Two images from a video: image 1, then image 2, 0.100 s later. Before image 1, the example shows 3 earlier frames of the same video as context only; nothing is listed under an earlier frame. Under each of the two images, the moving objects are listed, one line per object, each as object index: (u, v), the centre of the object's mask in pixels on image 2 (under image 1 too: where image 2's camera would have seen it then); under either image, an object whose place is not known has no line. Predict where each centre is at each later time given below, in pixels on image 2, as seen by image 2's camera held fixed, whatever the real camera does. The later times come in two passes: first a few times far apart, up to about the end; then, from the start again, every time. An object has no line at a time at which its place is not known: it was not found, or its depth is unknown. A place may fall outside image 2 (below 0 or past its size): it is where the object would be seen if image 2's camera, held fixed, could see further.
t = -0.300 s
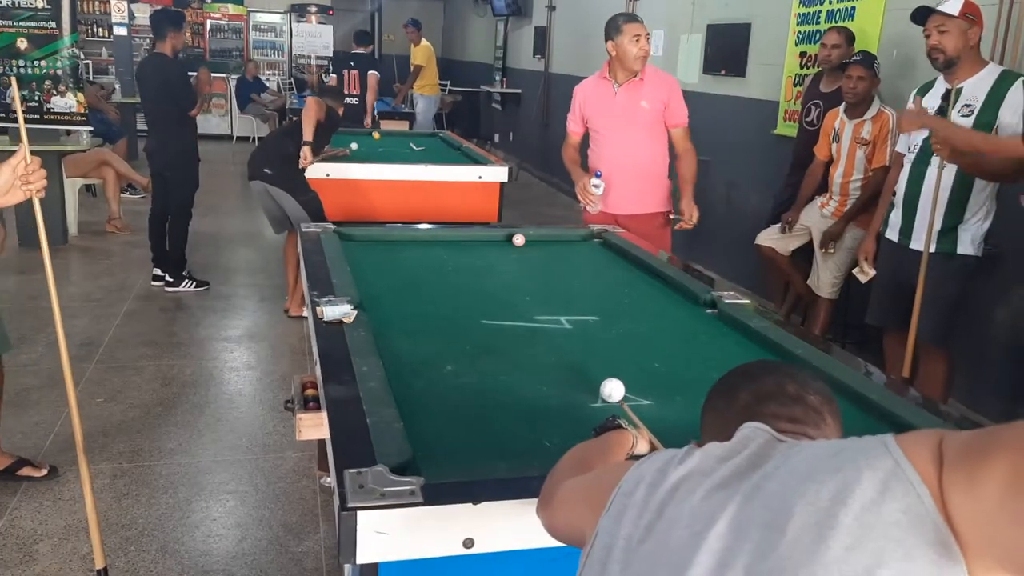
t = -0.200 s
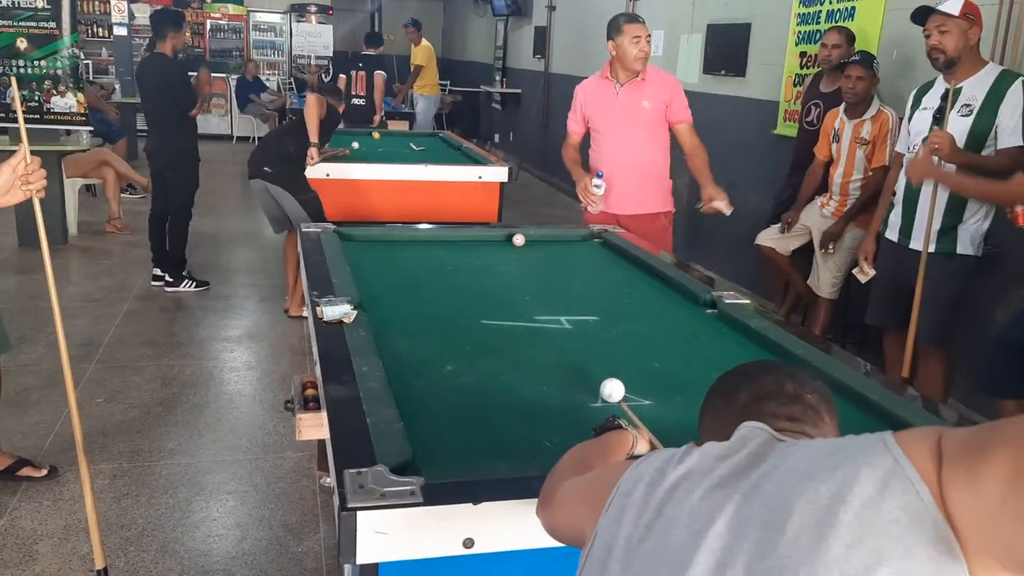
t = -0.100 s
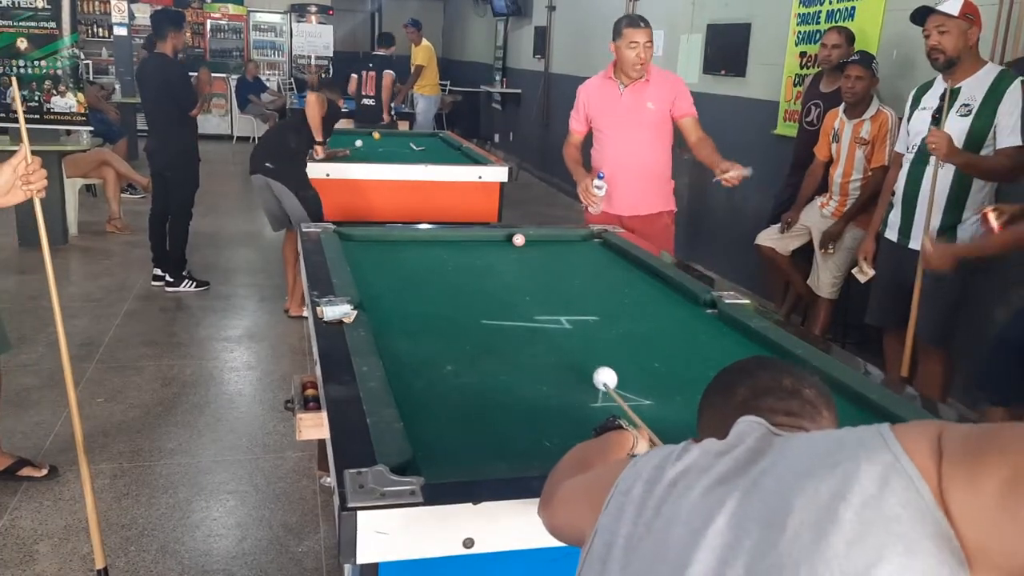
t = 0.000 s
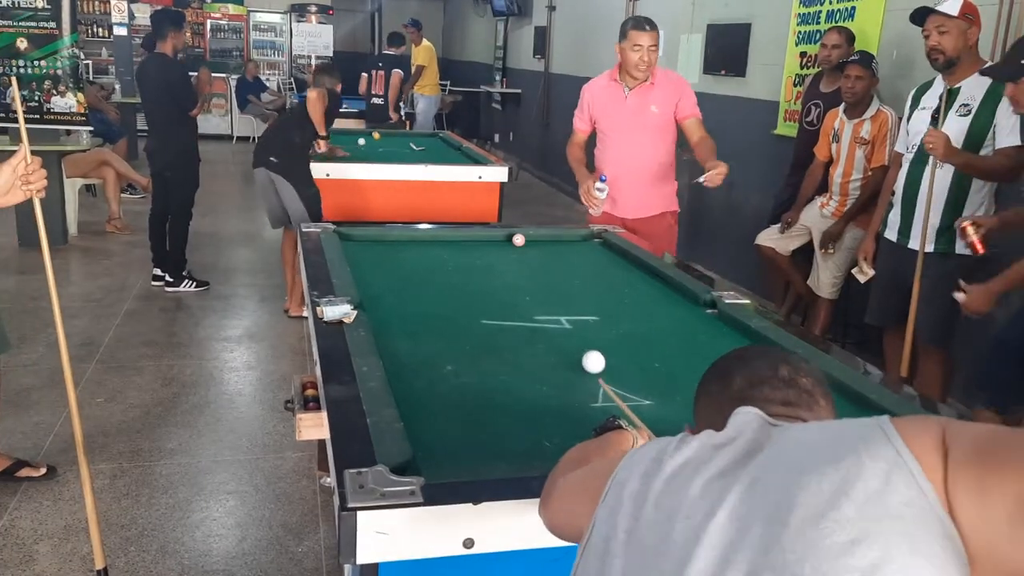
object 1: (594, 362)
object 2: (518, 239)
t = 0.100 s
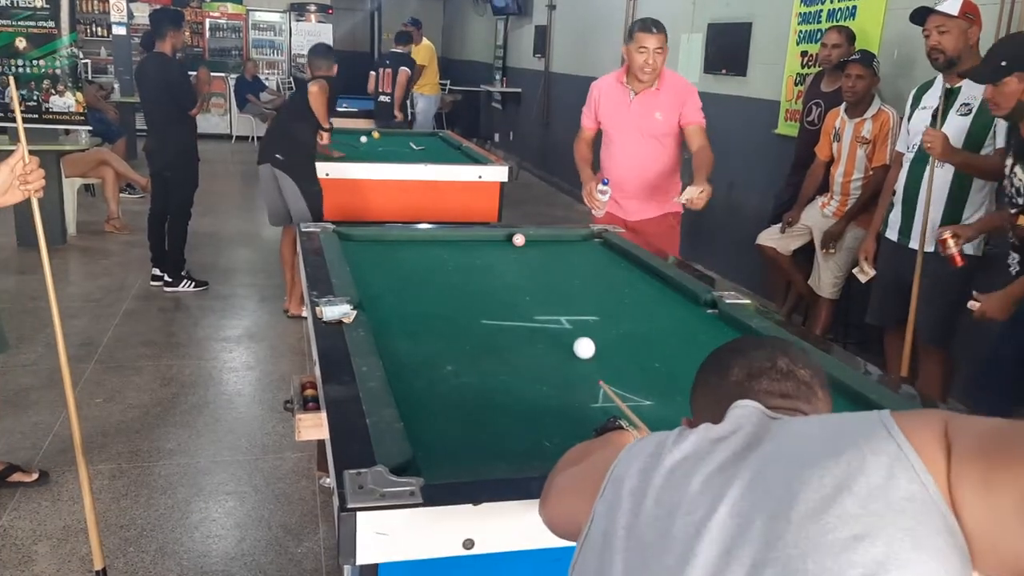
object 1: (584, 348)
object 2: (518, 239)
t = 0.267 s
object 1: (570, 327)
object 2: (518, 239)
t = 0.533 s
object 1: (552, 300)
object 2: (518, 239)
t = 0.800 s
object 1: (538, 278)
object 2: (518, 239)
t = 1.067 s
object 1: (527, 260)
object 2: (518, 239)
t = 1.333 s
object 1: (518, 247)
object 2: (518, 237)
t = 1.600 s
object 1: (504, 238)
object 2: (529, 238)
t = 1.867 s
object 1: (496, 238)
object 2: (546, 243)
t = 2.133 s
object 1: (492, 241)
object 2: (564, 250)
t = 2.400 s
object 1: (489, 245)
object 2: (581, 256)
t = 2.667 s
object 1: (486, 248)
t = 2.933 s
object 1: (484, 251)
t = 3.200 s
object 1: (481, 253)
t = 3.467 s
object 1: (480, 256)
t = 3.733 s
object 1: (479, 258)
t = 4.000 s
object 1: (478, 260)
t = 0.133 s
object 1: (581, 343)
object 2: (518, 239)
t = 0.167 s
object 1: (578, 339)
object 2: (518, 239)
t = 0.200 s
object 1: (575, 335)
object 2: (518, 239)
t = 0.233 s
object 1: (573, 331)
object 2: (518, 239)
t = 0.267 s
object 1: (570, 327)
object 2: (518, 239)
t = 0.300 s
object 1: (568, 323)
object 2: (518, 239)
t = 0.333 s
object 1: (565, 320)
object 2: (518, 239)
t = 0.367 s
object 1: (563, 316)
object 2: (518, 239)
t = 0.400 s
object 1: (560, 313)
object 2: (518, 239)
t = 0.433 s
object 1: (558, 309)
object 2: (518, 239)
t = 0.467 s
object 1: (556, 306)
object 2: (518, 239)
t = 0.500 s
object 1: (554, 303)
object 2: (518, 239)
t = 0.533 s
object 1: (552, 300)
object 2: (518, 239)
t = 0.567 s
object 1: (550, 297)
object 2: (518, 239)
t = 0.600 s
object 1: (548, 294)
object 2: (518, 239)
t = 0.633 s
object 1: (546, 291)
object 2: (518, 239)
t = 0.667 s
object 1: (545, 288)
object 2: (518, 239)
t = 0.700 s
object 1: (543, 286)
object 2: (518, 239)
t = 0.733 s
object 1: (541, 283)
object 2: (518, 239)
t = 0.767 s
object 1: (540, 281)
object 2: (518, 239)
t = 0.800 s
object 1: (538, 278)
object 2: (518, 239)
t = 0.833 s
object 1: (536, 276)
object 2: (518, 239)
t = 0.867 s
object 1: (535, 273)
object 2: (518, 239)
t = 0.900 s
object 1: (533, 271)
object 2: (518, 239)
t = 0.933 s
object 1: (532, 269)
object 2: (518, 239)
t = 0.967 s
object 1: (531, 267)
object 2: (518, 239)
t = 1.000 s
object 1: (530, 264)
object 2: (518, 239)
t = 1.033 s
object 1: (528, 262)
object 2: (518, 239)
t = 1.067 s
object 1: (527, 260)
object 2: (518, 239)
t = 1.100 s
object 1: (526, 258)
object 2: (518, 239)
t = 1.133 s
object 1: (524, 256)
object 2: (518, 239)
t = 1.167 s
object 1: (523, 254)
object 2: (518, 239)
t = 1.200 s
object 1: (522, 252)
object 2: (518, 239)
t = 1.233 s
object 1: (521, 251)
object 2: (518, 238)
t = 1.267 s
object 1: (520, 249)
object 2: (518, 238)
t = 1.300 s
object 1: (519, 248)
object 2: (518, 238)
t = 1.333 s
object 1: (518, 247)
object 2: (518, 237)
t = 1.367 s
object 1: (517, 244)
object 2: (518, 237)
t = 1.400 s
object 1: (516, 243)
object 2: (518, 237)
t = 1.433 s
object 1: (514, 241)
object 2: (521, 236)
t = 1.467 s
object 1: (512, 241)
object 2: (522, 236)
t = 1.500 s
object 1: (510, 240)
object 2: (523, 235)
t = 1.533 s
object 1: (508, 239)
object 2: (525, 236)
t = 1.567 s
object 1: (506, 238)
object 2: (527, 237)
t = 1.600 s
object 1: (504, 238)
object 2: (529, 238)
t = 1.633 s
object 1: (502, 237)
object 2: (531, 239)
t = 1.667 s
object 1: (501, 236)
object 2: (533, 239)
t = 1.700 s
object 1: (499, 236)
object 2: (535, 240)
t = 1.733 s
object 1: (498, 236)
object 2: (538, 241)
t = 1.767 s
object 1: (498, 236)
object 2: (540, 241)
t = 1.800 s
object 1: (497, 237)
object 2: (542, 242)
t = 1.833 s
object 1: (497, 237)
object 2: (544, 243)
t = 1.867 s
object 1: (496, 238)
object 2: (546, 243)
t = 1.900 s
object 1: (496, 238)
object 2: (549, 244)
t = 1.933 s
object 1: (495, 239)
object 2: (551, 245)
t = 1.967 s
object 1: (495, 239)
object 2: (553, 246)
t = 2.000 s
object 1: (494, 240)
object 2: (556, 247)
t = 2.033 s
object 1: (494, 240)
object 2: (558, 248)
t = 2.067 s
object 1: (493, 241)
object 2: (560, 248)
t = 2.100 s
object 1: (493, 241)
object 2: (562, 249)
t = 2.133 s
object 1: (492, 241)
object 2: (564, 250)
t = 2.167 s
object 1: (492, 242)
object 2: (567, 251)
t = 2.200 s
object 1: (491, 242)
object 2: (569, 251)
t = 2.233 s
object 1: (491, 242)
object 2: (571, 252)
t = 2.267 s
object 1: (490, 243)
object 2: (573, 253)
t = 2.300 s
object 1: (490, 243)
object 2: (575, 254)
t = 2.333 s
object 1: (489, 244)
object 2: (577, 255)
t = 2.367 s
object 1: (489, 244)
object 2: (579, 255)
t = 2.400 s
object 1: (489, 245)
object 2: (581, 256)
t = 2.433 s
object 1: (488, 245)
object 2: (584, 257)
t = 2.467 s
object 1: (488, 246)
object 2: (586, 257)
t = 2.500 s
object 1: (488, 246)
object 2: (588, 258)
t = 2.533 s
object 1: (487, 246)
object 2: (590, 259)
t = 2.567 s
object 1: (487, 247)
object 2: (592, 259)
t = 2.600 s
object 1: (487, 247)
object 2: (592, 256)
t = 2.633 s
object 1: (486, 247)
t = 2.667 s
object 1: (486, 248)
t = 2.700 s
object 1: (486, 248)
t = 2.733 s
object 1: (485, 249)
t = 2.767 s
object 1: (485, 249)
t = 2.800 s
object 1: (485, 249)
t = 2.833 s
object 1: (484, 250)
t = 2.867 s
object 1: (484, 250)
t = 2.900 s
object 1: (484, 250)
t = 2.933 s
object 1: (484, 251)
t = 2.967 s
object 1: (483, 251)
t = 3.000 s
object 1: (483, 252)
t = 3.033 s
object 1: (483, 252)
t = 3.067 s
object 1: (483, 252)
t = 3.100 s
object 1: (482, 253)
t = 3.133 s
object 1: (482, 253)
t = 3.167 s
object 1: (482, 253)
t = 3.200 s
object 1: (481, 253)
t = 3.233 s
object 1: (481, 254)
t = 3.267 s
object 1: (481, 254)
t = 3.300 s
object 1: (481, 255)
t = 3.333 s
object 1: (480, 255)
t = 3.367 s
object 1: (480, 255)
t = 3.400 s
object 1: (480, 255)
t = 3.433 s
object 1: (480, 256)
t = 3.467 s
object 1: (480, 256)
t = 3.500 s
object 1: (480, 256)
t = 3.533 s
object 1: (480, 256)
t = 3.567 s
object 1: (479, 257)
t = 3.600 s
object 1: (479, 257)
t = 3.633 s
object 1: (479, 257)
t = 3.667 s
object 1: (479, 258)
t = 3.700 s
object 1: (479, 258)
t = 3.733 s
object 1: (479, 258)
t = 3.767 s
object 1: (479, 258)
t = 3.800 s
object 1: (479, 259)
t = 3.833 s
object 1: (479, 259)
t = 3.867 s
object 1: (478, 259)
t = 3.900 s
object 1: (478, 259)
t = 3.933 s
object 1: (478, 260)
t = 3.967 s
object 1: (478, 260)
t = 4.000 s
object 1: (478, 260)
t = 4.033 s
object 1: (478, 260)
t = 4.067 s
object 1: (478, 260)
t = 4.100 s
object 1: (478, 260)
